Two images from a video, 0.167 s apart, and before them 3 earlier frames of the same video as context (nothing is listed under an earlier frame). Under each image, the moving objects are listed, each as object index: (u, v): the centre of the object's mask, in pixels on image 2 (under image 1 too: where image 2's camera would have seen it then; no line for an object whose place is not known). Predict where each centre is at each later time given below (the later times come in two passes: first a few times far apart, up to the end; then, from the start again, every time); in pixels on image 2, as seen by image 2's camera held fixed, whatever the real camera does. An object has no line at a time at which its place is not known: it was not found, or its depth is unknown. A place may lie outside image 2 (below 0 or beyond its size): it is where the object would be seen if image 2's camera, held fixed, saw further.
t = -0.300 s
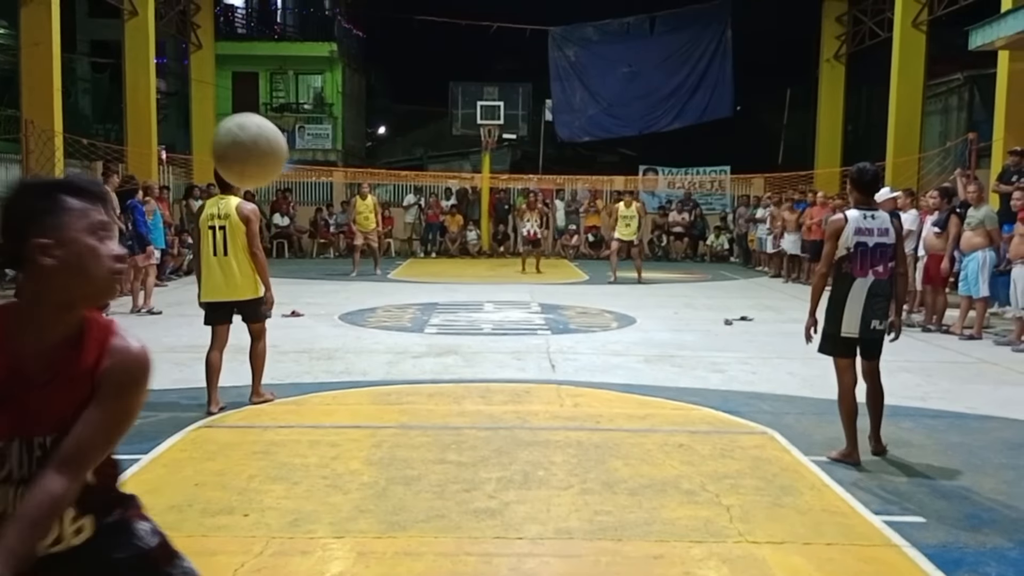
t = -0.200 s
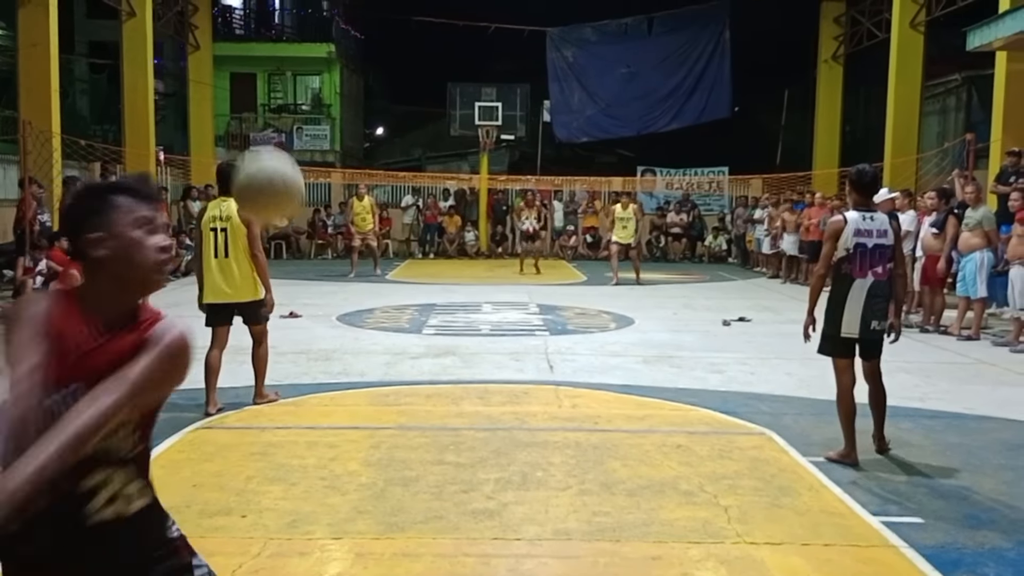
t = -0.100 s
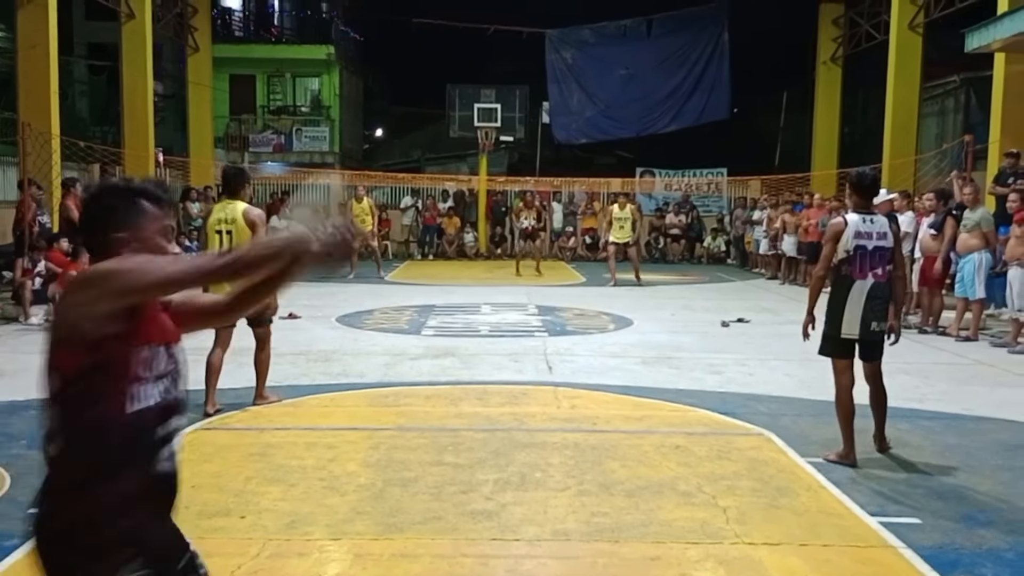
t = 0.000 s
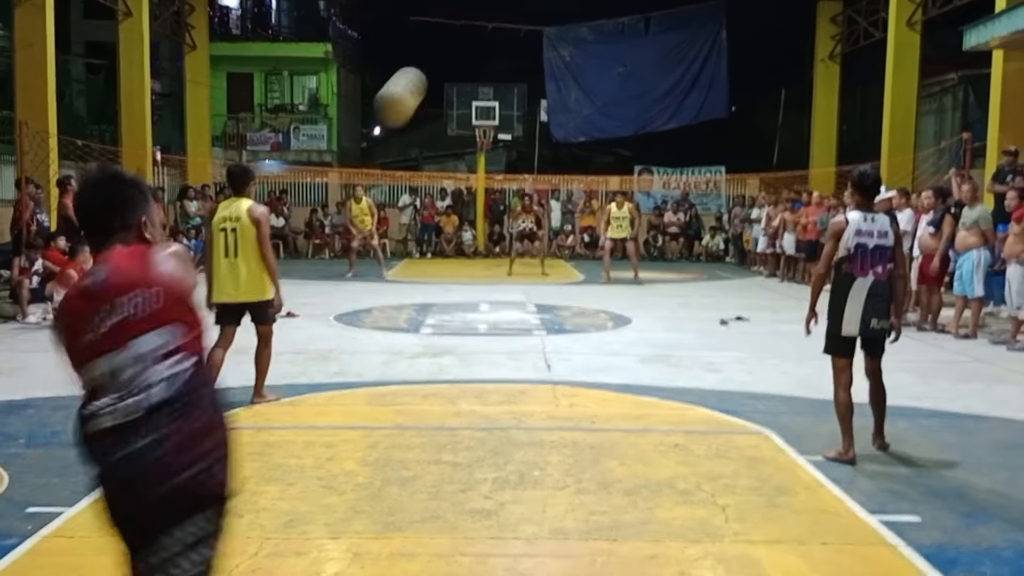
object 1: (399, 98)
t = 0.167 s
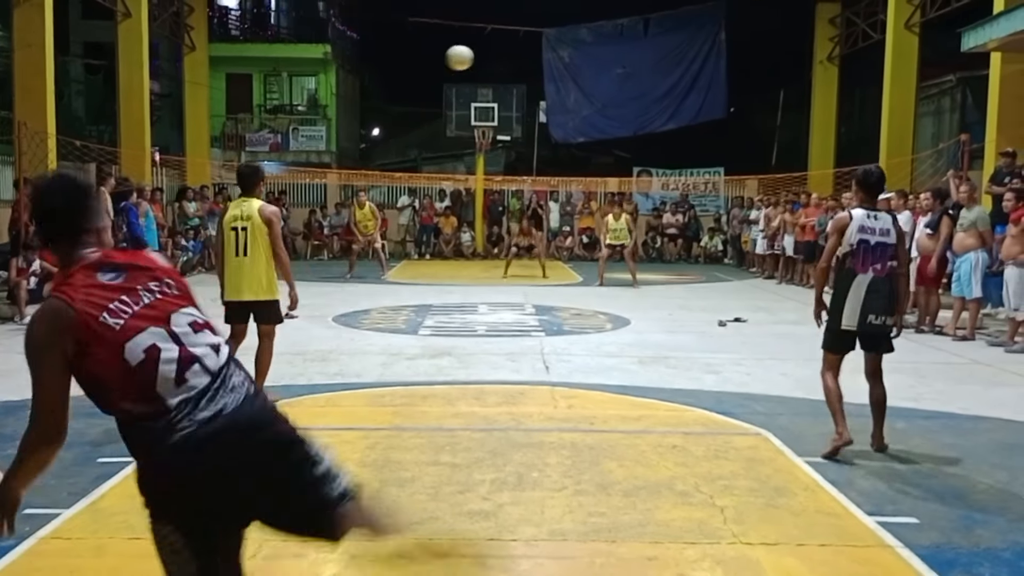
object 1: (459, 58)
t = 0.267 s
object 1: (481, 61)
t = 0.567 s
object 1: (519, 104)
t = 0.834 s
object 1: (528, 166)
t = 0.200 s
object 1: (467, 58)
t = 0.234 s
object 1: (474, 59)
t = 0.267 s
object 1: (481, 61)
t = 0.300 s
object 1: (488, 64)
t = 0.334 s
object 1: (493, 68)
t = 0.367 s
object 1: (499, 71)
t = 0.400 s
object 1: (504, 76)
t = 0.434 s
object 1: (508, 80)
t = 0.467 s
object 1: (511, 85)
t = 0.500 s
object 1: (515, 91)
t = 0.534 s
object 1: (517, 98)
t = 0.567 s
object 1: (519, 104)
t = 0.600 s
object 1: (521, 111)
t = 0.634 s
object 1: (523, 118)
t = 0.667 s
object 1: (524, 126)
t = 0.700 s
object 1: (526, 133)
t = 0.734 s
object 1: (527, 141)
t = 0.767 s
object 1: (527, 149)
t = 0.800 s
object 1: (528, 157)
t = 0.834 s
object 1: (528, 166)
